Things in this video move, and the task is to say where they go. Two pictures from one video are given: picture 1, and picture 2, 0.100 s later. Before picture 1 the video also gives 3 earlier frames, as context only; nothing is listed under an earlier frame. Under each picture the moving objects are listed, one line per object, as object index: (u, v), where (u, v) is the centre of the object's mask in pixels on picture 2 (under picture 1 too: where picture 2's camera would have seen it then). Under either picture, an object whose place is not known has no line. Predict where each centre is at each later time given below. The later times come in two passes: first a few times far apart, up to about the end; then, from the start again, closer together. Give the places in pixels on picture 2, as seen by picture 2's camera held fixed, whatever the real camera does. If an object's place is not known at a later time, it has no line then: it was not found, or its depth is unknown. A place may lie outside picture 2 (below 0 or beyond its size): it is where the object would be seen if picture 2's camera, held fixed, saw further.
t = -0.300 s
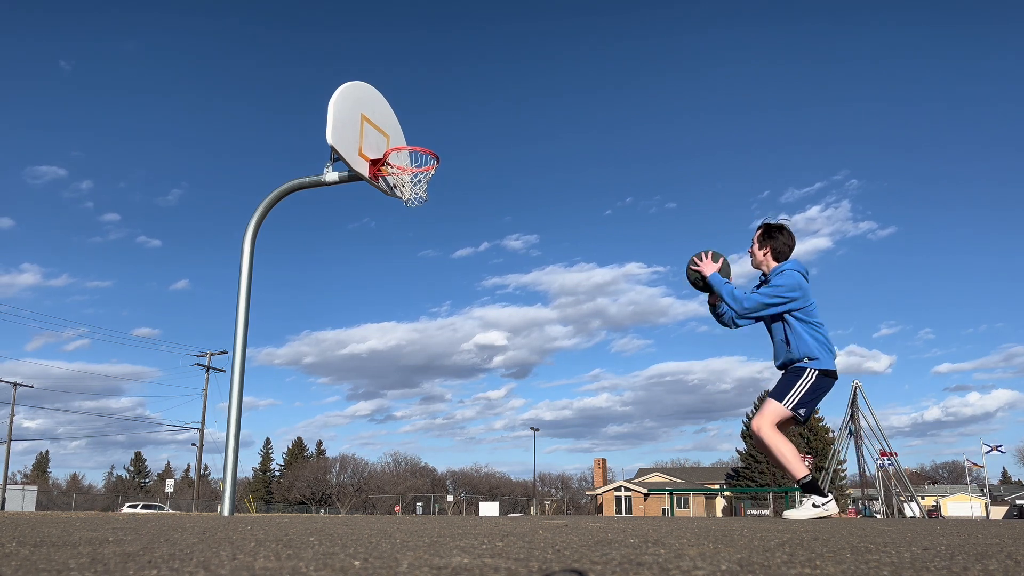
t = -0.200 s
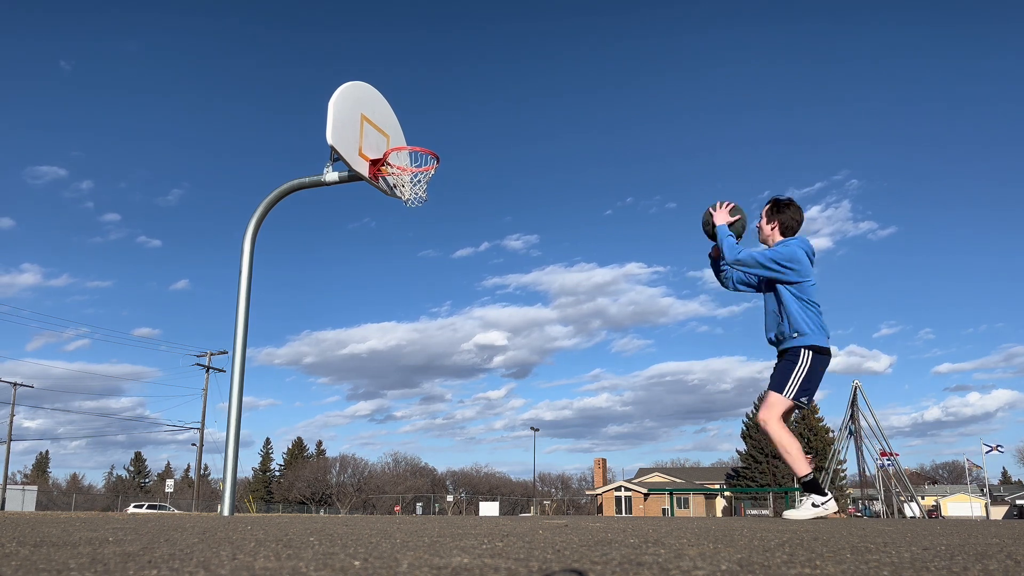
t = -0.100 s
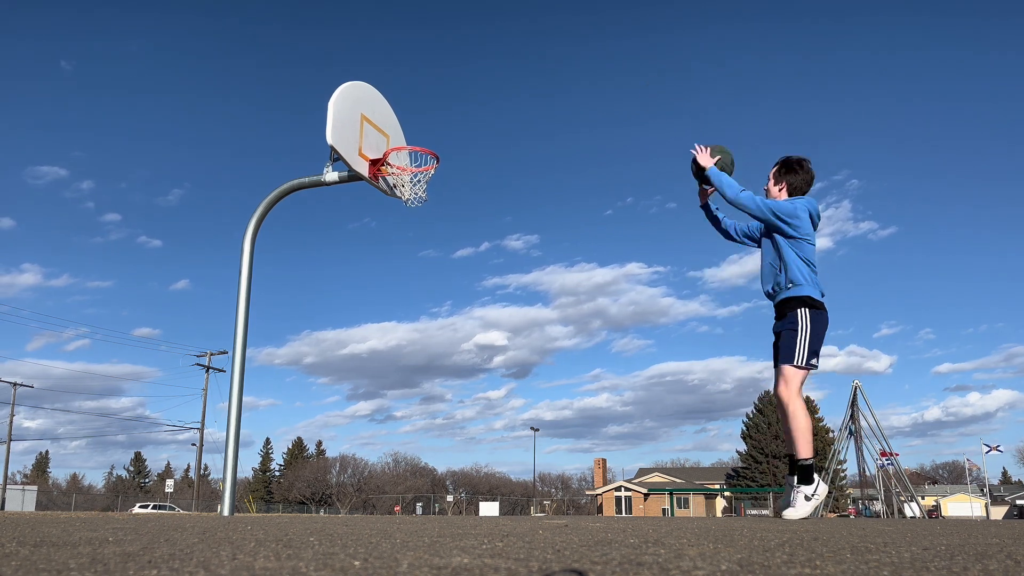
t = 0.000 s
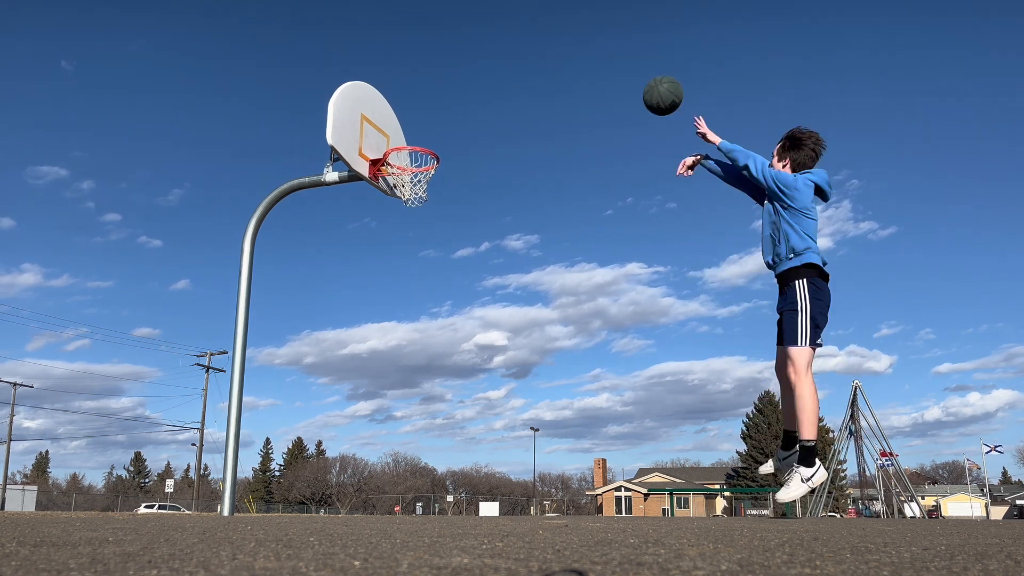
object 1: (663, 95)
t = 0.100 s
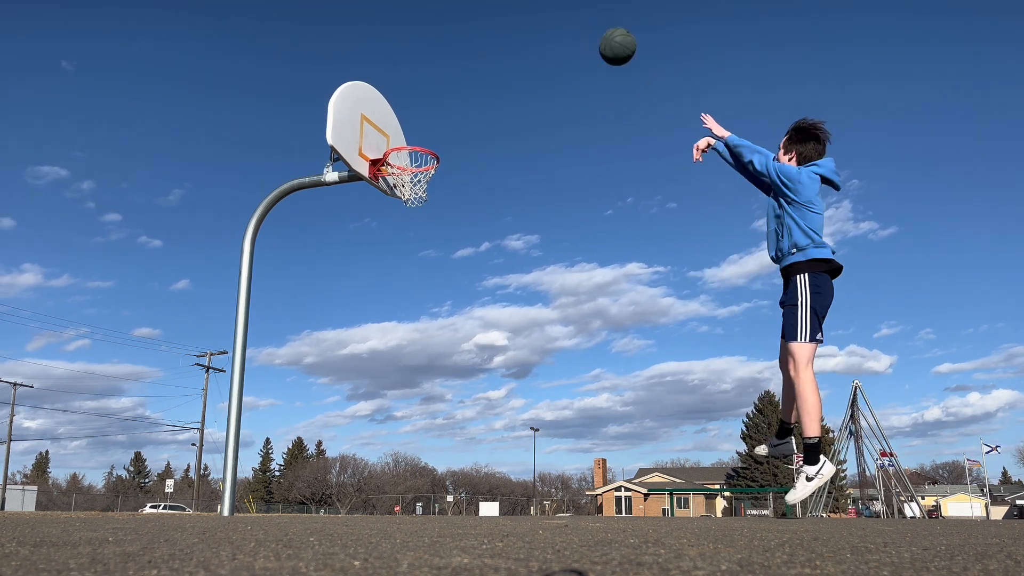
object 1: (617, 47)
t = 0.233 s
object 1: (565, 12)
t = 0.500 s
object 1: (484, 10)
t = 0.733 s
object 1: (426, 67)
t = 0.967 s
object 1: (389, 127)
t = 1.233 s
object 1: (406, 107)
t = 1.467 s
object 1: (432, 141)
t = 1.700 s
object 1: (456, 231)
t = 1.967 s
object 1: (486, 402)
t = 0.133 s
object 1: (604, 35)
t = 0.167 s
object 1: (590, 24)
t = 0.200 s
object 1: (578, 17)
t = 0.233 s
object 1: (565, 12)
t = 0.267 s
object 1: (554, 10)
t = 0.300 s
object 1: (543, 8)
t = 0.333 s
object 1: (532, 7)
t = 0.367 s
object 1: (522, 6)
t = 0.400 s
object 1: (511, 6)
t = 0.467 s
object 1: (493, 8)
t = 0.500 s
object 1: (484, 10)
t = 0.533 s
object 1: (475, 13)
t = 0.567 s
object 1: (466, 19)
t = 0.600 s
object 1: (458, 27)
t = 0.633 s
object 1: (450, 35)
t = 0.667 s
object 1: (442, 45)
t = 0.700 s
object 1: (434, 55)
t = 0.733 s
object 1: (426, 67)
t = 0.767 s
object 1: (419, 80)
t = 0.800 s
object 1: (412, 94)
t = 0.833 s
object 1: (404, 108)
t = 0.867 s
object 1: (397, 124)
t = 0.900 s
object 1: (389, 138)
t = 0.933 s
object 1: (389, 133)
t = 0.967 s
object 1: (389, 127)
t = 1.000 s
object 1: (390, 121)
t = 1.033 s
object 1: (389, 117)
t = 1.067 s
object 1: (389, 114)
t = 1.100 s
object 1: (391, 111)
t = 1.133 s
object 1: (395, 108)
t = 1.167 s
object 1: (399, 107)
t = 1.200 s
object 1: (403, 107)
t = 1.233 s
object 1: (406, 107)
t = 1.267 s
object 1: (410, 109)
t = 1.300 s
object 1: (413, 112)
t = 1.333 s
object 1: (417, 116)
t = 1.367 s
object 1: (421, 121)
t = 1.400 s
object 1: (424, 127)
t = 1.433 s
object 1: (428, 135)
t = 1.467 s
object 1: (432, 141)
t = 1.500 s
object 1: (438, 149)
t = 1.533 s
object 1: (443, 163)
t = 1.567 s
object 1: (443, 175)
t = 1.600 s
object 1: (445, 187)
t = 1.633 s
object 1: (449, 200)
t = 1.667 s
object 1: (452, 215)
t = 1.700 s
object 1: (456, 231)
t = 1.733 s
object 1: (459, 248)
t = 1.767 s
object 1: (463, 266)
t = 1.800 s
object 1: (467, 286)
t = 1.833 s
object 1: (470, 306)
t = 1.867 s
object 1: (474, 328)
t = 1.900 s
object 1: (478, 352)
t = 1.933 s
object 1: (482, 376)
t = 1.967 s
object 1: (486, 402)
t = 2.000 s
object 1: (490, 430)
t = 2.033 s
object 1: (494, 460)
